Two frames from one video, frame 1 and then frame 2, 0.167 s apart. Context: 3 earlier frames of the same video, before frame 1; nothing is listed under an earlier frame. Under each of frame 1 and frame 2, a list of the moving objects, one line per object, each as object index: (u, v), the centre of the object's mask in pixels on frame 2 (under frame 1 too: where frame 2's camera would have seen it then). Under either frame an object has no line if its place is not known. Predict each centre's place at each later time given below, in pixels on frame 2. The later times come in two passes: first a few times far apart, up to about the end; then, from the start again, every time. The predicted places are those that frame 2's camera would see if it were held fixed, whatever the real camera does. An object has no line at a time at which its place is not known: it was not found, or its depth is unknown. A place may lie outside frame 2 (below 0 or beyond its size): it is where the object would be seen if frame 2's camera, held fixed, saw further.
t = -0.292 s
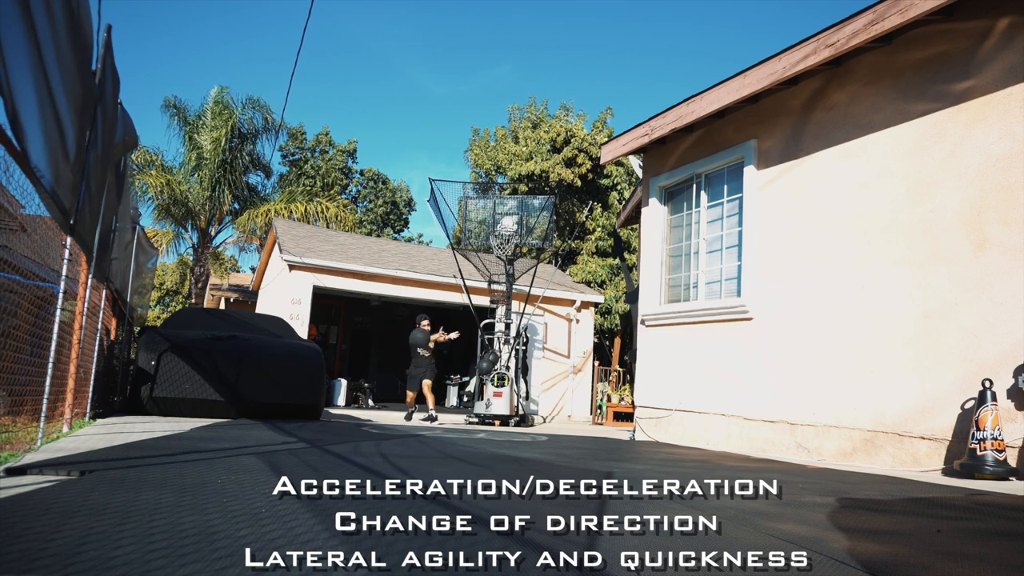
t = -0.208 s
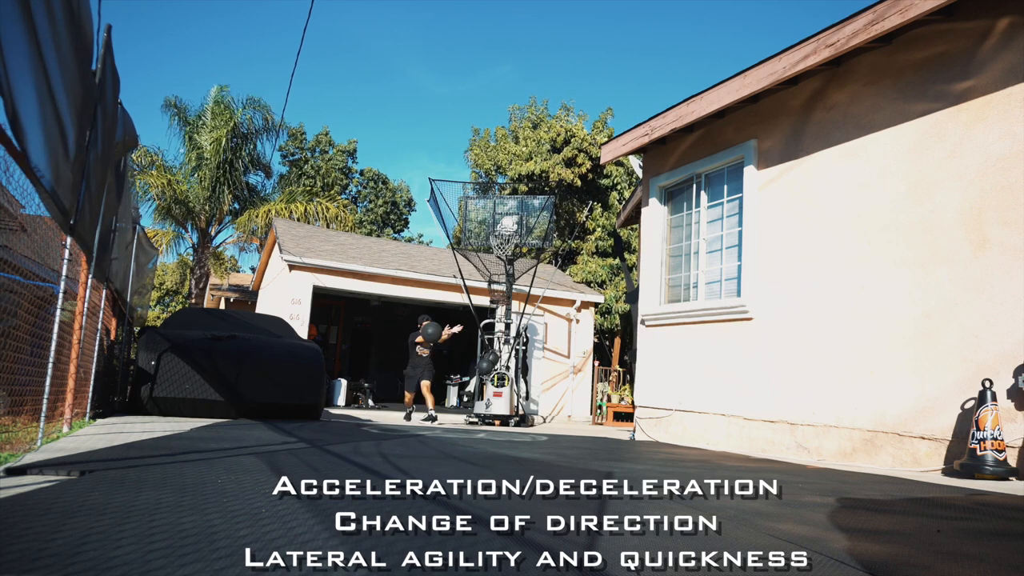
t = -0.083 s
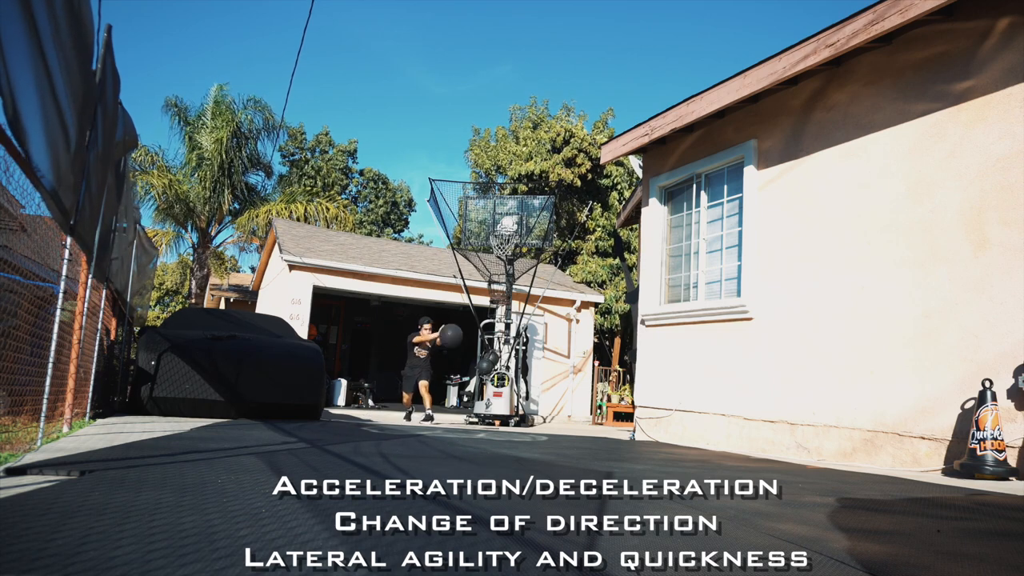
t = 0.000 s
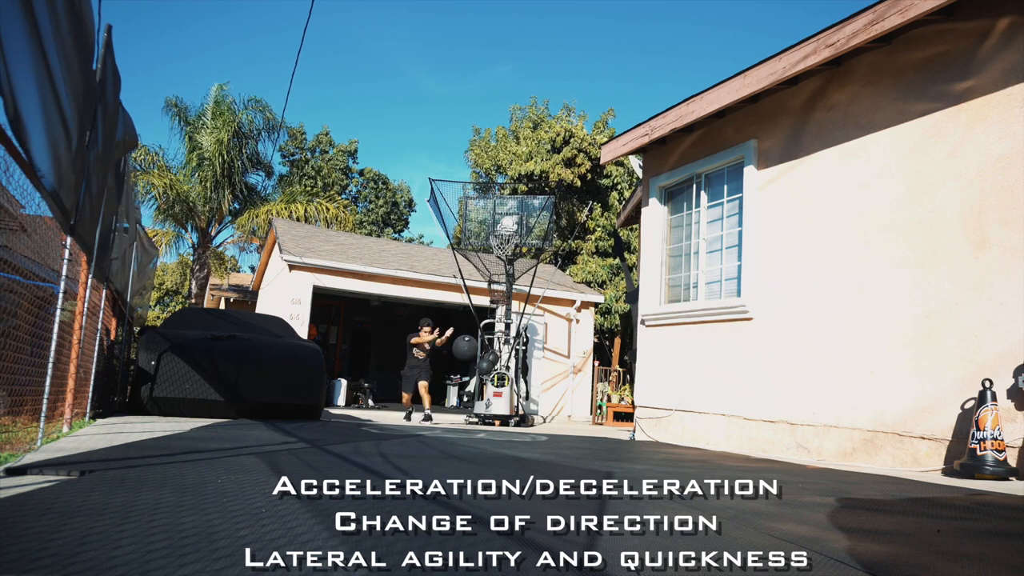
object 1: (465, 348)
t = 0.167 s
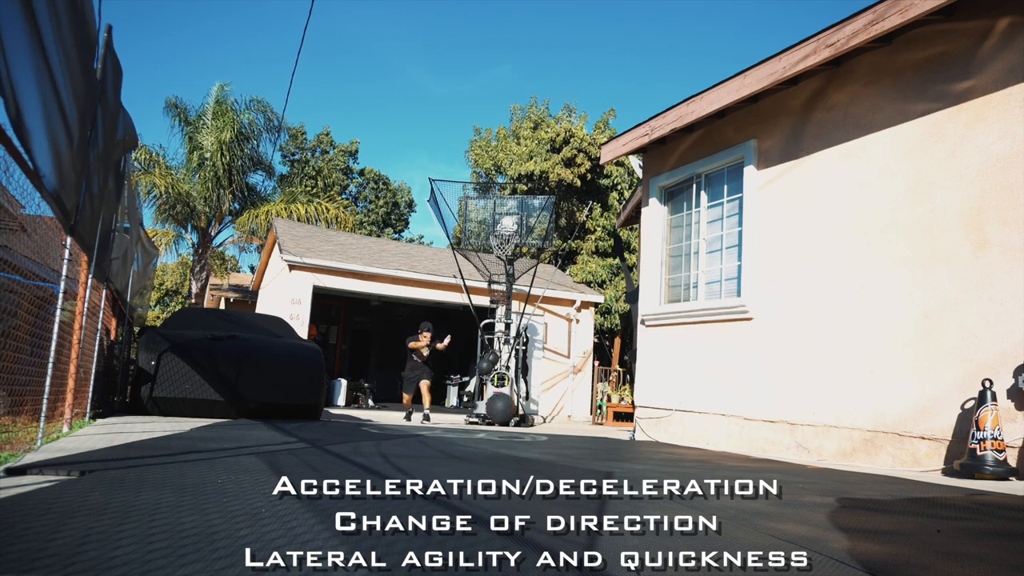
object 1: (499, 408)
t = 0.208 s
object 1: (511, 431)
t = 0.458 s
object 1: (552, 425)
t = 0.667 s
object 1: (589, 438)
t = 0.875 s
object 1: (630, 447)
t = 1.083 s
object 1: (673, 453)
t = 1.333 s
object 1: (726, 461)
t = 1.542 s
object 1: (768, 466)
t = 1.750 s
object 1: (806, 472)
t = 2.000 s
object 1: (838, 478)
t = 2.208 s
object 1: (851, 480)
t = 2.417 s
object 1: (852, 480)
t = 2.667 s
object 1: (848, 480)
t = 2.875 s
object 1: (846, 479)
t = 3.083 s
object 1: (846, 479)
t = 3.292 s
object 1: (846, 479)
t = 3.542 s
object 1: (846, 479)
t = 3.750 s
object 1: (846, 479)
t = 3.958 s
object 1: (846, 479)
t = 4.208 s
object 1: (846, 479)
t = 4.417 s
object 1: (846, 479)
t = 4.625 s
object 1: (846, 479)
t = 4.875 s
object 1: (846, 479)
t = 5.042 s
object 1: (846, 479)
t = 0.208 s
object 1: (511, 431)
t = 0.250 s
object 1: (518, 429)
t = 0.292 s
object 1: (525, 424)
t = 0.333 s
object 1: (532, 421)
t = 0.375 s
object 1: (538, 419)
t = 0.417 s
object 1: (545, 421)
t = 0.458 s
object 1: (552, 425)
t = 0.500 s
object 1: (559, 433)
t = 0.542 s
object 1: (567, 439)
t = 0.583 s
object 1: (574, 438)
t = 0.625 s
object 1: (582, 437)
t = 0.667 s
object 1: (589, 438)
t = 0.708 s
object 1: (597, 442)
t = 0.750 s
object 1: (605, 444)
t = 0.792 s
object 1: (613, 445)
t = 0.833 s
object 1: (621, 445)
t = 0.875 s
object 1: (630, 447)
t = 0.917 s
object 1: (638, 449)
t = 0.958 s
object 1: (647, 450)
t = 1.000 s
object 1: (656, 450)
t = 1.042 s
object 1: (664, 451)
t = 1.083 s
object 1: (673, 453)
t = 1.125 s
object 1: (682, 455)
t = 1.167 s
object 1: (691, 456)
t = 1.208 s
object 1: (699, 456)
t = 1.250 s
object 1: (708, 457)
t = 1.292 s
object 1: (717, 459)
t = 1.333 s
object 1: (726, 461)
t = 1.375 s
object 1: (734, 462)
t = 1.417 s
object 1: (743, 463)
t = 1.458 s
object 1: (751, 463)
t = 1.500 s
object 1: (760, 465)
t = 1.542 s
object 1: (768, 466)
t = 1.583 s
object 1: (776, 468)
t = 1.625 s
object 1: (784, 469)
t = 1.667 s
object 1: (791, 470)
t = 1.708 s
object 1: (799, 471)
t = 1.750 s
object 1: (806, 472)
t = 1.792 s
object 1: (812, 473)
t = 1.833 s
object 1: (818, 474)
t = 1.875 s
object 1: (824, 475)
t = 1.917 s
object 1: (829, 476)
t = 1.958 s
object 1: (834, 477)
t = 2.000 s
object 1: (838, 478)
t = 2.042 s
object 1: (842, 478)
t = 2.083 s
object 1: (845, 478)
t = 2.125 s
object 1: (848, 479)
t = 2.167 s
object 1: (850, 479)
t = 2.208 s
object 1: (851, 480)
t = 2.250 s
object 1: (852, 479)
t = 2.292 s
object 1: (852, 480)
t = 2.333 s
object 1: (852, 480)
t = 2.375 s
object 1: (852, 480)
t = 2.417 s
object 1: (852, 480)
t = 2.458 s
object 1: (851, 480)
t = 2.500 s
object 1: (850, 480)
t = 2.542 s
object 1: (850, 480)
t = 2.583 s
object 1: (849, 480)
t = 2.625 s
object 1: (848, 480)
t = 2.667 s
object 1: (848, 480)
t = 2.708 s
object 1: (847, 479)
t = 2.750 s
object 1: (846, 479)
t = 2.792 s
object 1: (846, 479)
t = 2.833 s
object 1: (846, 479)
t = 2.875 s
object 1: (846, 479)
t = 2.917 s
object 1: (846, 479)
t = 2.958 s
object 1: (846, 479)
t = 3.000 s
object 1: (846, 479)
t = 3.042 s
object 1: (846, 479)
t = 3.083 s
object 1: (846, 479)
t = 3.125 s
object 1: (846, 479)
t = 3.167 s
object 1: (846, 479)
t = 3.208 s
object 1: (846, 479)
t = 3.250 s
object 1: (846, 479)
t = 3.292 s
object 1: (846, 479)
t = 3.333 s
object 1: (846, 479)
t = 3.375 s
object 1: (846, 479)
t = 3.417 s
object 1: (846, 479)
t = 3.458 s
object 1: (846, 479)
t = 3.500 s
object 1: (846, 479)
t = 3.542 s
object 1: (846, 479)
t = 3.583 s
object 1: (846, 479)
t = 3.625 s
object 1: (846, 479)
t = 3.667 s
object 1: (846, 479)
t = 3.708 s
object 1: (846, 479)
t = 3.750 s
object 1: (846, 479)
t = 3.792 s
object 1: (846, 479)
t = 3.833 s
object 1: (846, 479)
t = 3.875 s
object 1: (846, 479)
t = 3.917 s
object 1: (846, 479)
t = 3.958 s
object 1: (846, 479)
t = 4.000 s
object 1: (846, 479)
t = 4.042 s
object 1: (846, 479)
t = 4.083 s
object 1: (846, 479)
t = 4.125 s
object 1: (846, 479)
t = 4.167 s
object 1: (846, 479)
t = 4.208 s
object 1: (846, 479)
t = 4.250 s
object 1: (846, 479)
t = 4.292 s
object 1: (846, 479)
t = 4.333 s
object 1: (846, 479)
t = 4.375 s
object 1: (846, 479)
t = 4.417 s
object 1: (846, 479)
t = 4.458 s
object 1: (846, 479)
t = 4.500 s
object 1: (846, 479)
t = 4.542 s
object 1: (846, 479)
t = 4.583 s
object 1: (846, 479)
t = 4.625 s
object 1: (846, 479)
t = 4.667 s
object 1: (846, 479)
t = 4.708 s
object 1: (846, 479)
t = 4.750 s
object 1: (846, 479)
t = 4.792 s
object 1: (846, 479)
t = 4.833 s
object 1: (846, 479)
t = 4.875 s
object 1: (846, 479)
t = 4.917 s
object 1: (846, 479)
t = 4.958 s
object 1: (846, 479)
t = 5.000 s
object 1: (846, 479)
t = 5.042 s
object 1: (846, 479)
